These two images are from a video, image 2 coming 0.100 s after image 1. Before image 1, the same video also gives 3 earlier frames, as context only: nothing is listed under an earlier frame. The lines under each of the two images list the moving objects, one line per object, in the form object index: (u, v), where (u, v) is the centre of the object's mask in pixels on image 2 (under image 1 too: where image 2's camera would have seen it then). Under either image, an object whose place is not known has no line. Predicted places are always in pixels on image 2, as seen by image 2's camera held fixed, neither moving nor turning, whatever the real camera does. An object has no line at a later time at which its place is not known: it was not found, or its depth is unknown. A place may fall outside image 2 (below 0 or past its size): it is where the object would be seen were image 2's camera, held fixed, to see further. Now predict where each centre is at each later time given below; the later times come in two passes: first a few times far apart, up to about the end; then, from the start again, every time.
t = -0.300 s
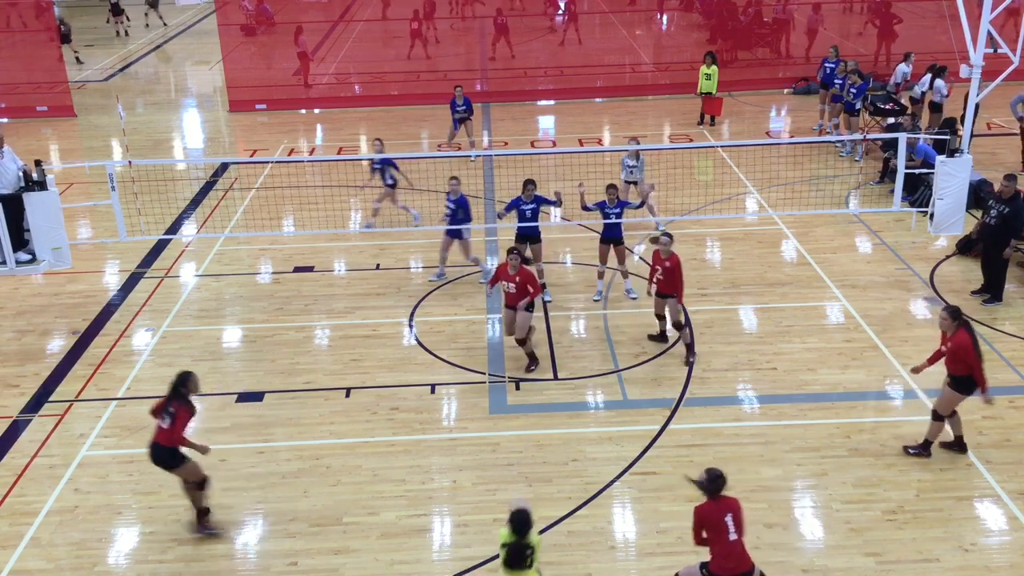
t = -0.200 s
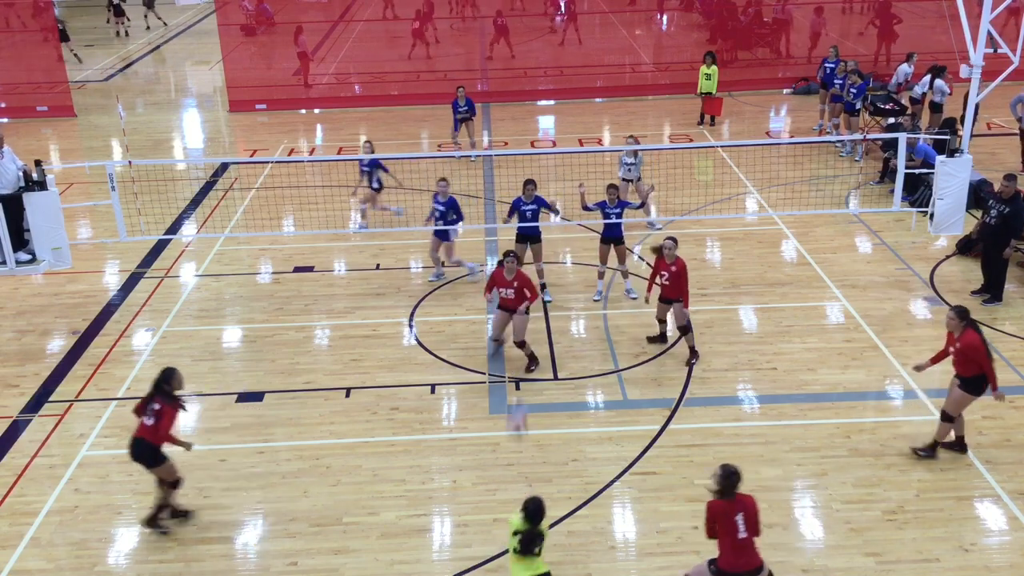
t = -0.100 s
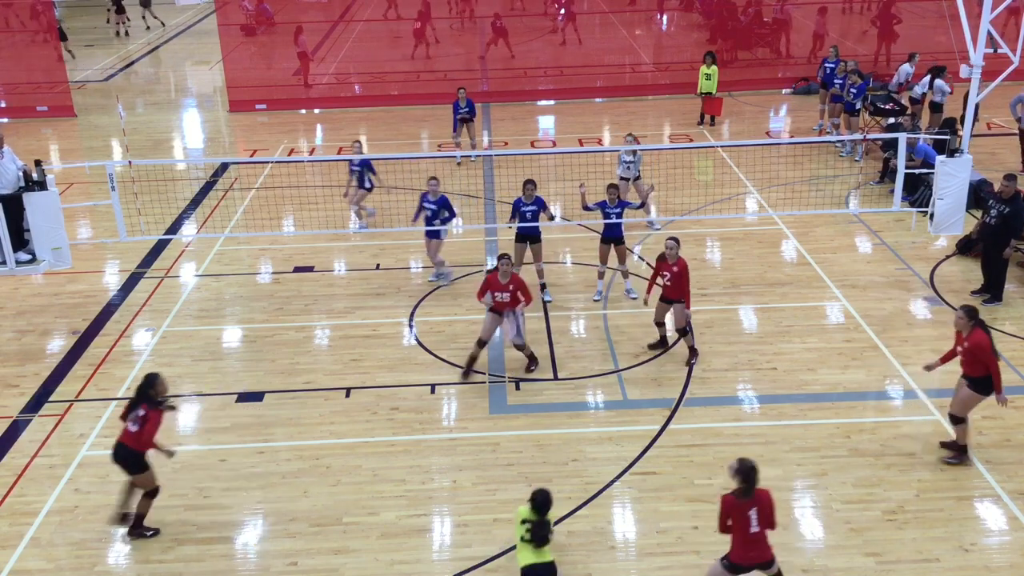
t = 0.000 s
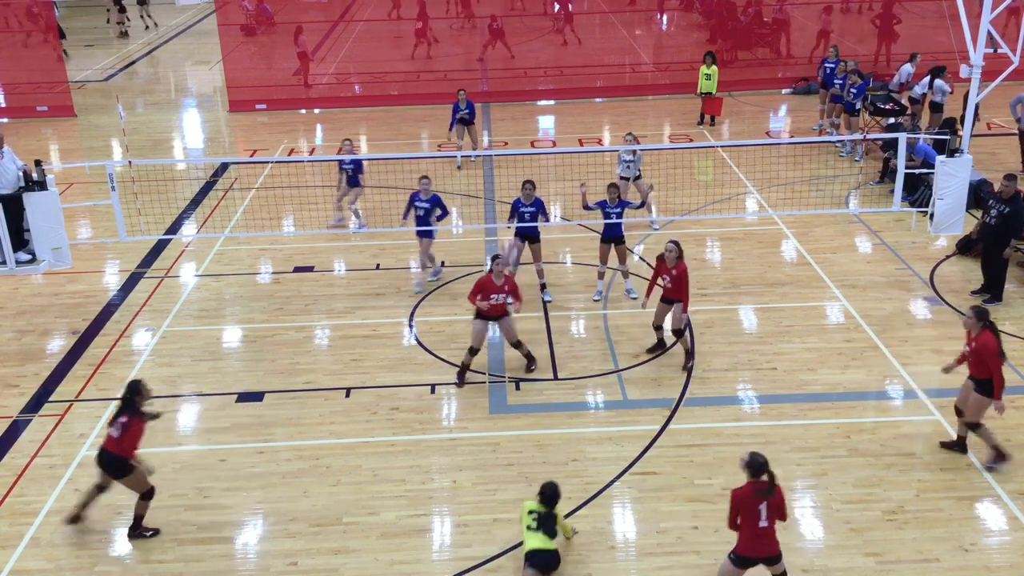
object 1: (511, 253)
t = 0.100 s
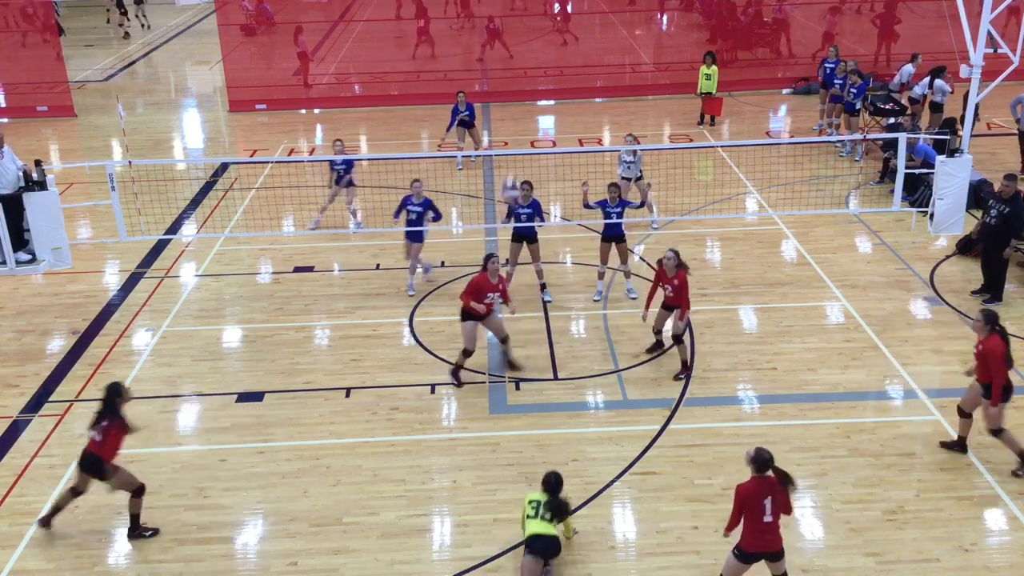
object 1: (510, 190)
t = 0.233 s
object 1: (509, 127)
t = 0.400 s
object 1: (508, 78)
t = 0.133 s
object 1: (509, 172)
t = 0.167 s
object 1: (510, 156)
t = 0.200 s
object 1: (509, 140)
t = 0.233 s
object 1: (509, 127)
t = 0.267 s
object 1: (509, 114)
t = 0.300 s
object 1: (509, 104)
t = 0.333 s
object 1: (508, 93)
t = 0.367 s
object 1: (508, 86)
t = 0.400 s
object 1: (508, 78)
